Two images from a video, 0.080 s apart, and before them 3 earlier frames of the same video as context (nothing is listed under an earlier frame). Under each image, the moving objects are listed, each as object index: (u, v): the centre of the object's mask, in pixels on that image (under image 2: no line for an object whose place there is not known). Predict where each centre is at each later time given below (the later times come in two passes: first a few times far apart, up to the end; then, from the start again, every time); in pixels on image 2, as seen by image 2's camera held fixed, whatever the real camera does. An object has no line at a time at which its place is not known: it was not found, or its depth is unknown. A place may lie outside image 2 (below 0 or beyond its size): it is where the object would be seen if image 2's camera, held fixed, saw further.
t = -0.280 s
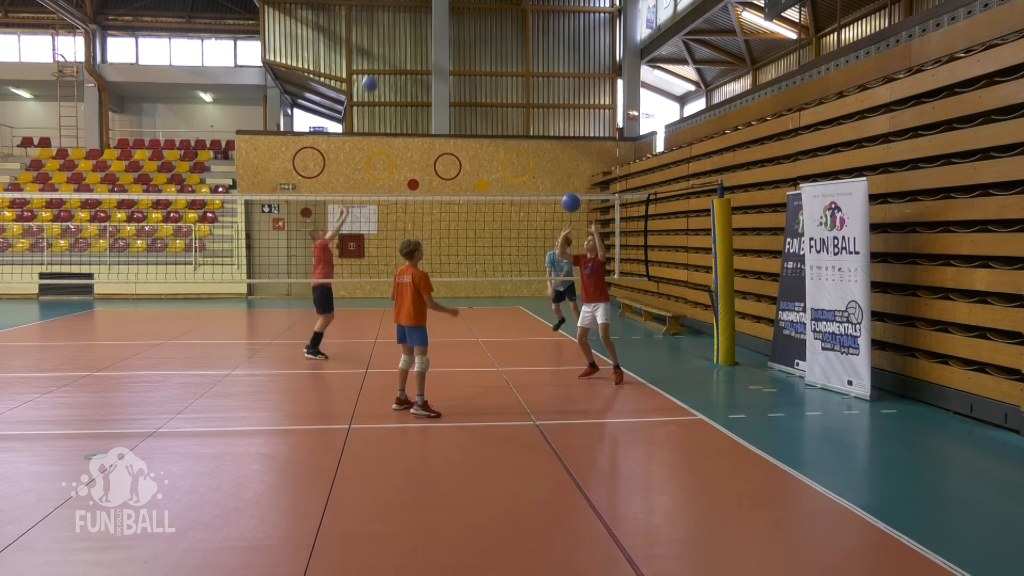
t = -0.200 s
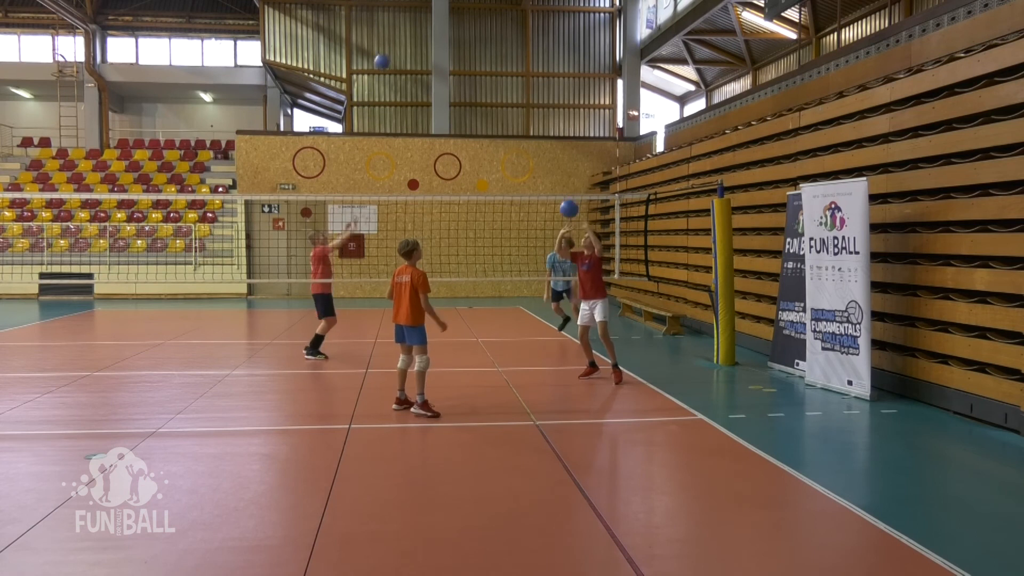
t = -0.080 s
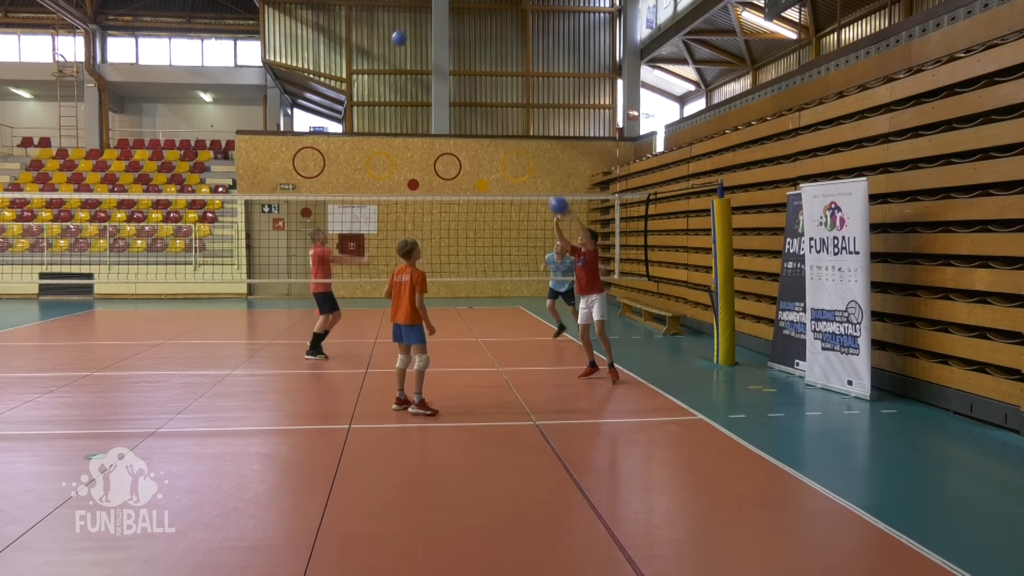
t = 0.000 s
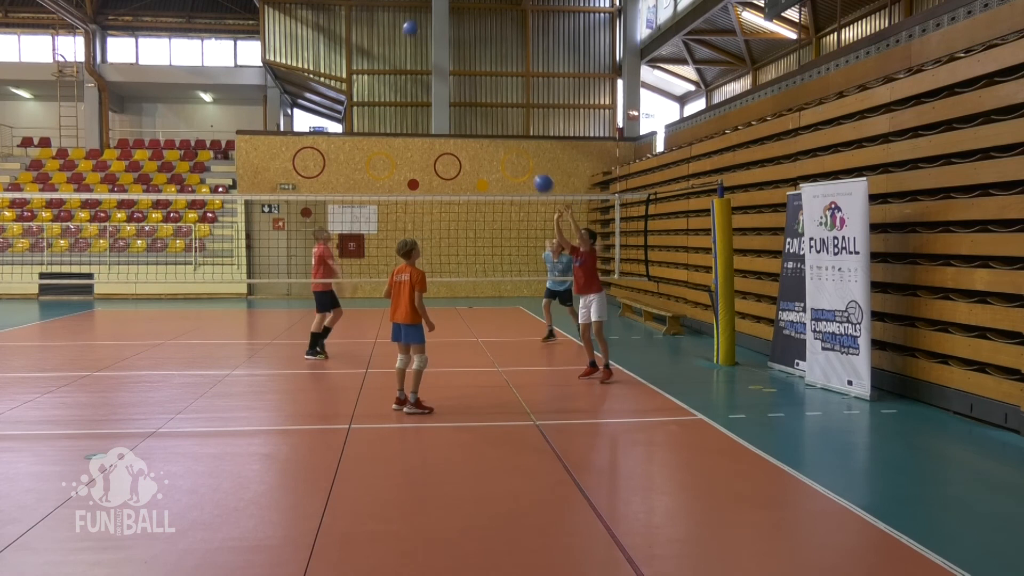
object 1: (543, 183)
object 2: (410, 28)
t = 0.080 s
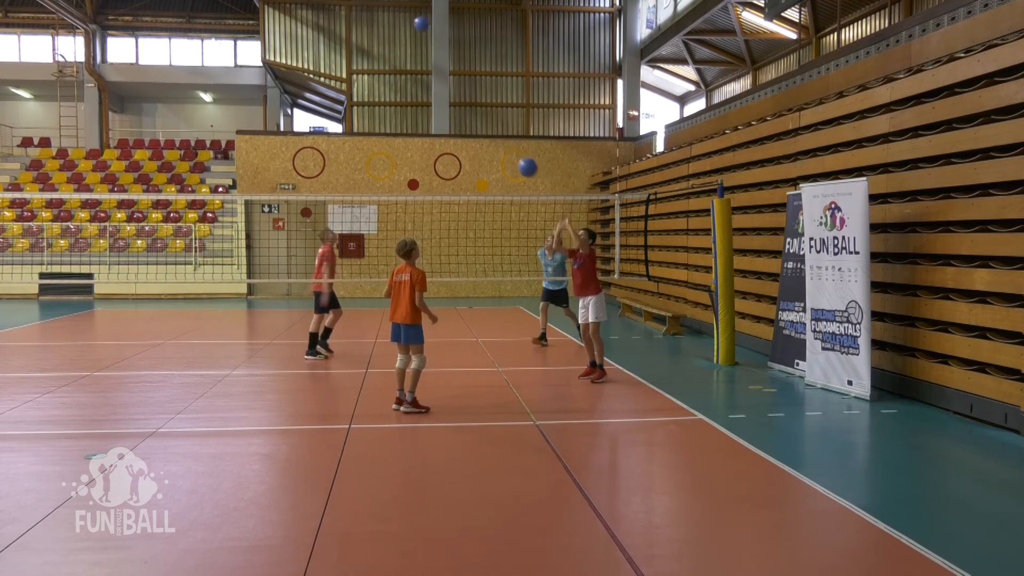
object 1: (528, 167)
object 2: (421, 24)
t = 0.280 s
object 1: (489, 152)
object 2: (448, 32)
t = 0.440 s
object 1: (457, 168)
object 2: (469, 59)
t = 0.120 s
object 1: (520, 161)
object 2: (427, 23)
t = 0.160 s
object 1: (512, 157)
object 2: (432, 24)
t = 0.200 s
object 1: (504, 154)
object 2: (438, 25)
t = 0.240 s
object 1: (497, 152)
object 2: (443, 28)
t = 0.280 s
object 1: (489, 152)
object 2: (448, 32)
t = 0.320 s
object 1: (481, 154)
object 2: (453, 36)
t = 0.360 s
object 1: (473, 157)
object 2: (459, 42)
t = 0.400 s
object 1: (465, 162)
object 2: (463, 50)
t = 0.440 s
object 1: (457, 168)
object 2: (469, 59)
